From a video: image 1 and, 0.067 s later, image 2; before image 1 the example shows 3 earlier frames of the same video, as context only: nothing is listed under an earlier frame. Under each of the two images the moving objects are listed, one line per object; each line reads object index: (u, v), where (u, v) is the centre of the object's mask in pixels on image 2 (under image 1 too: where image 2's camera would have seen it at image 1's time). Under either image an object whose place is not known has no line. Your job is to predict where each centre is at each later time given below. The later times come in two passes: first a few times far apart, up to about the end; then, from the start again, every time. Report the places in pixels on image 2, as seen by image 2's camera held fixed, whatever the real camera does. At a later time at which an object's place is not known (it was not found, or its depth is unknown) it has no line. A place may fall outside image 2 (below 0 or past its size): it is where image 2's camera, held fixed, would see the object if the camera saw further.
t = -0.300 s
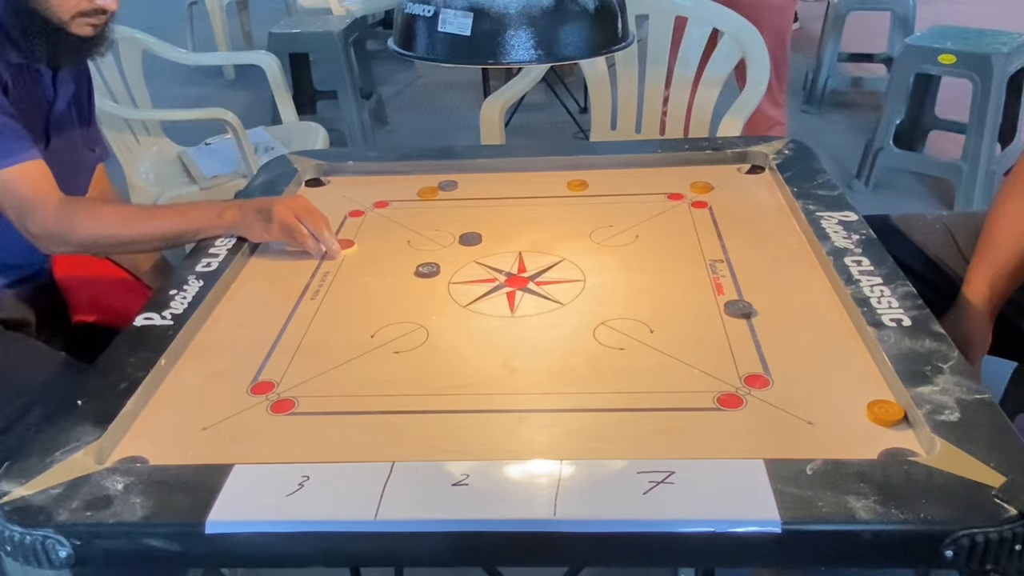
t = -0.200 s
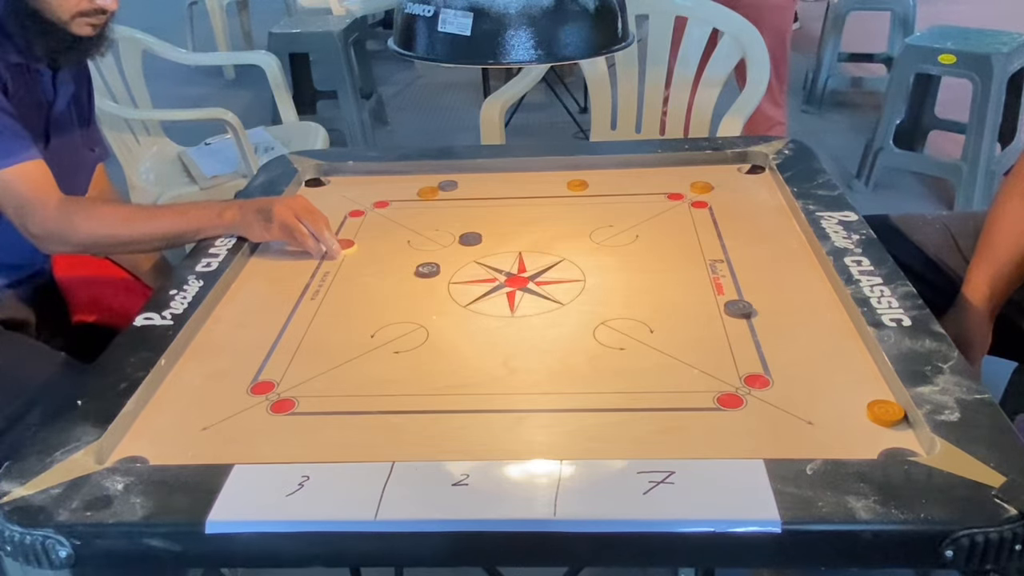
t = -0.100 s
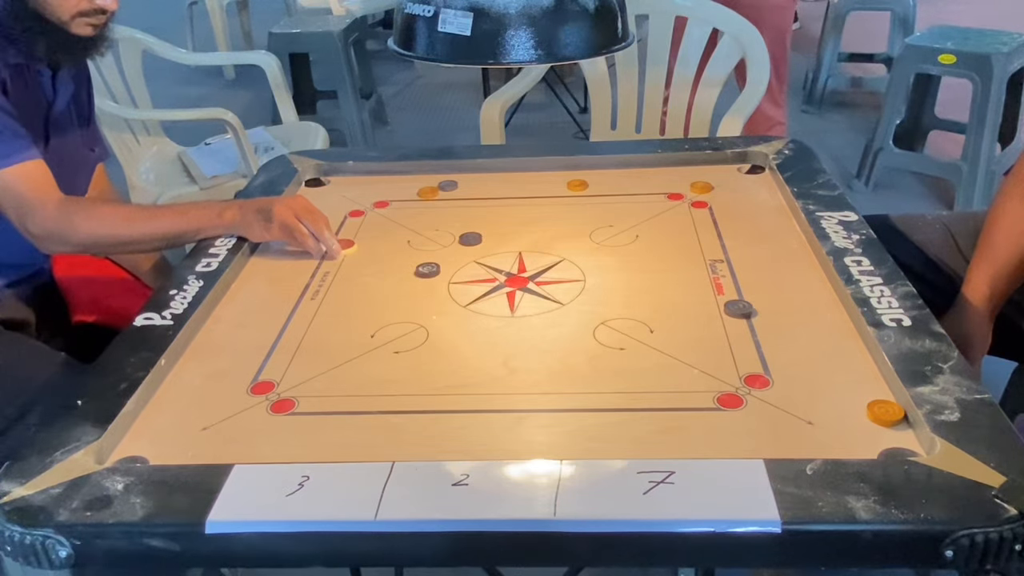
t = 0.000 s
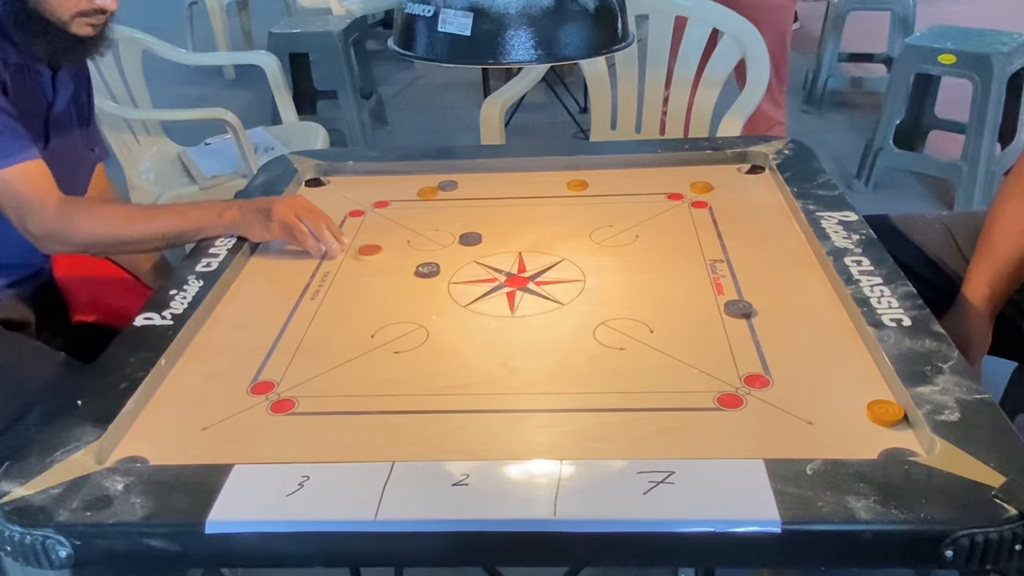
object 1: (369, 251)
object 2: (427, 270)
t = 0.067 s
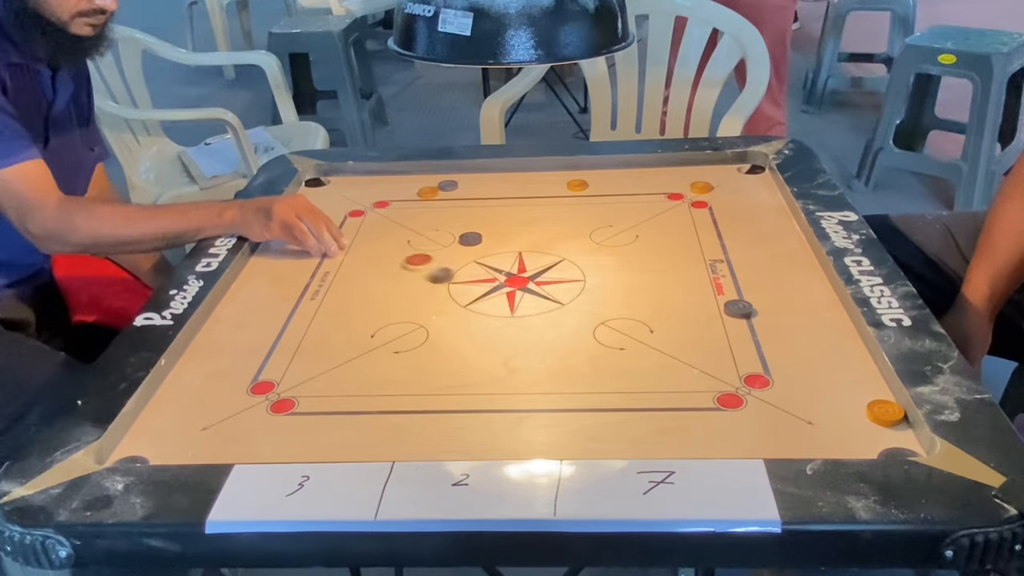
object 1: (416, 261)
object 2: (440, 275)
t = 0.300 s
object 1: (510, 270)
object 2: (655, 361)
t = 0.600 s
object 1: (561, 274)
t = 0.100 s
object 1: (432, 263)
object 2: (468, 287)
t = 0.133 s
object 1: (448, 264)
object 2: (497, 299)
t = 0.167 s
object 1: (462, 265)
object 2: (529, 312)
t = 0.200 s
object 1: (475, 267)
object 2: (559, 324)
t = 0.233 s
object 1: (488, 267)
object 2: (590, 336)
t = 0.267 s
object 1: (499, 268)
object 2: (623, 349)
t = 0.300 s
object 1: (510, 270)
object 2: (655, 361)
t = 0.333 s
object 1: (519, 270)
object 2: (687, 374)
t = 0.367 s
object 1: (528, 271)
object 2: (718, 385)
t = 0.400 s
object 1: (535, 272)
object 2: (752, 399)
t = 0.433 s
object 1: (543, 272)
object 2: (785, 412)
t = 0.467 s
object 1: (548, 273)
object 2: (816, 425)
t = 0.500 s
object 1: (553, 274)
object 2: (847, 437)
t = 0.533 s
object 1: (557, 273)
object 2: (876, 446)
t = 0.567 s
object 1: (559, 274)
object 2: (900, 452)
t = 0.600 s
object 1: (561, 274)
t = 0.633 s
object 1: (561, 273)
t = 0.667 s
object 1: (561, 274)
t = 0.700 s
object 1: (561, 273)
